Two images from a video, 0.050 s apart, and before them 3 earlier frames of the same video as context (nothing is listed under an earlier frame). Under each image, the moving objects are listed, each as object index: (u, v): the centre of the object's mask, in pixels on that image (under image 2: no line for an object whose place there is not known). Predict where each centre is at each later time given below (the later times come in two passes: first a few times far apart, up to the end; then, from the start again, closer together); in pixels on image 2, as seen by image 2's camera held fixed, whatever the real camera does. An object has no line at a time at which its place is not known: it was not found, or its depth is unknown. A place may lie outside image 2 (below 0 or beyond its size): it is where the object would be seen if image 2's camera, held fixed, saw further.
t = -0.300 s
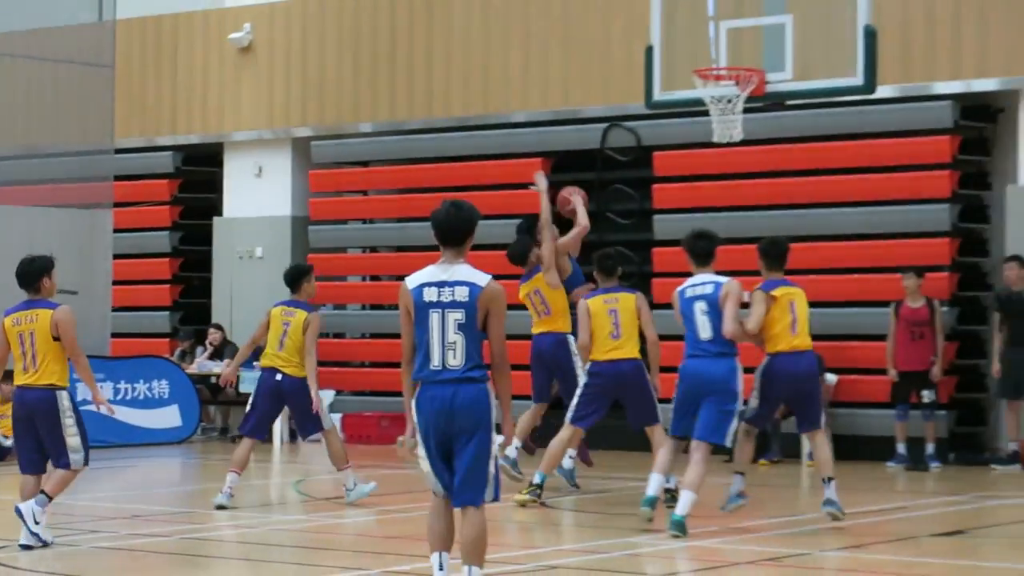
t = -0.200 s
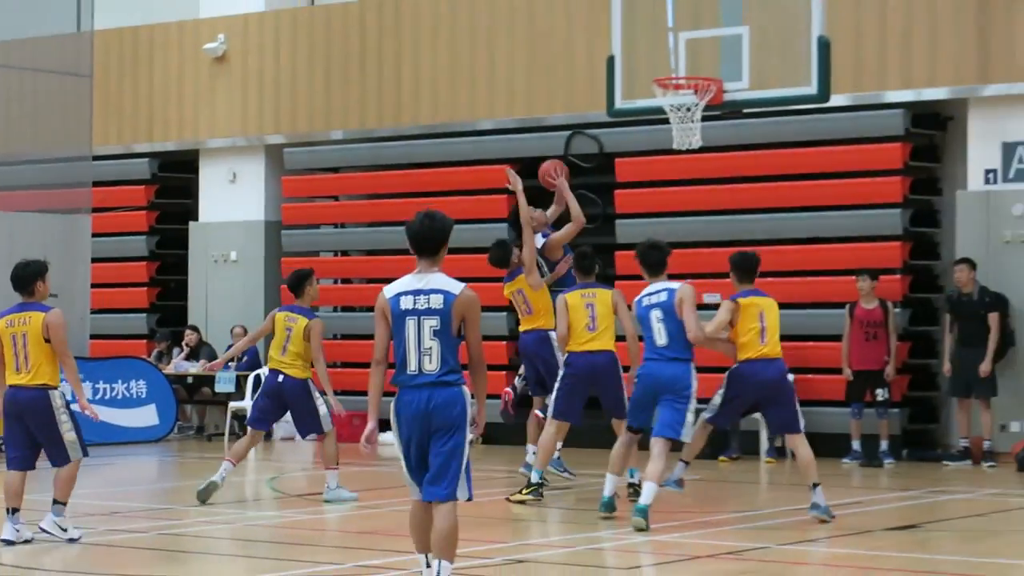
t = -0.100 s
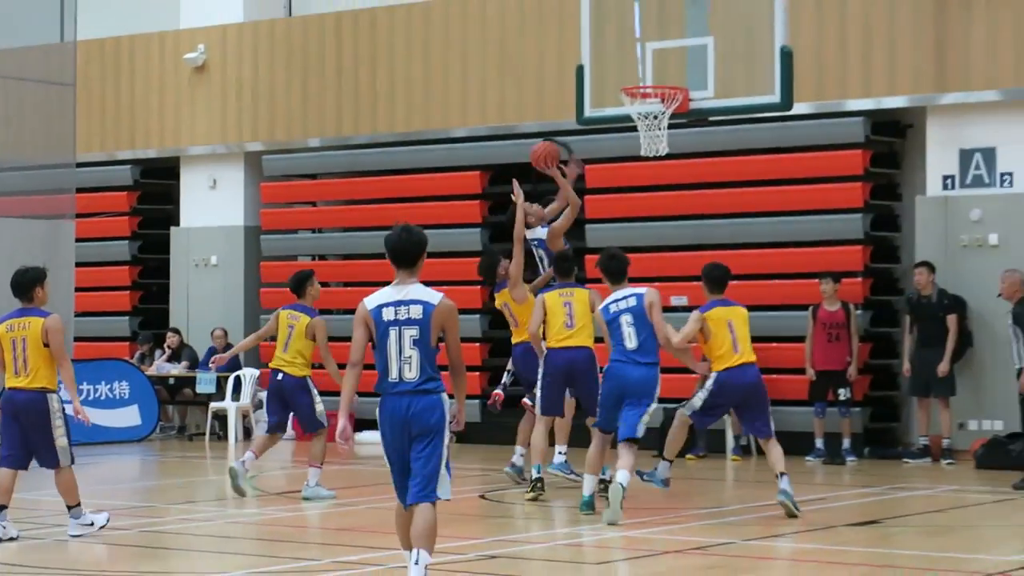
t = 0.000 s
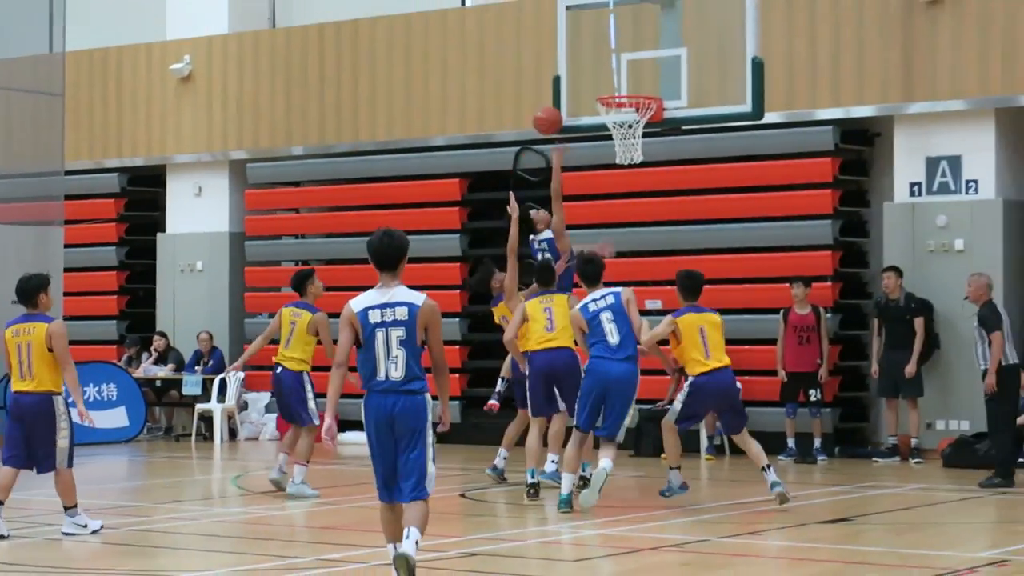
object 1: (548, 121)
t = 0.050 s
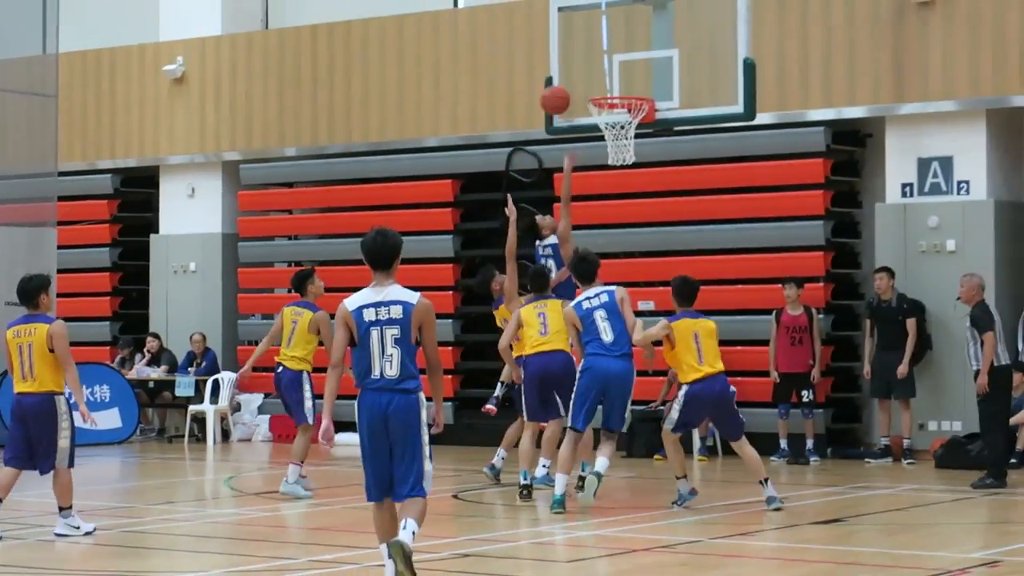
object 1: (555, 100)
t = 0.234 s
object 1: (588, 77)
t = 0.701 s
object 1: (630, 78)
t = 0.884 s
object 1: (616, 79)
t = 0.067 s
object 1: (560, 94)
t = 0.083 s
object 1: (565, 88)
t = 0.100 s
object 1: (568, 85)
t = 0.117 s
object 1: (570, 83)
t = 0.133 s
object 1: (573, 81)
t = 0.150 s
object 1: (575, 80)
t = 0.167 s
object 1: (578, 79)
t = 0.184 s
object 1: (580, 78)
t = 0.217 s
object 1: (585, 77)
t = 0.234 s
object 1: (588, 77)
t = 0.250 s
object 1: (590, 78)
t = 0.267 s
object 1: (593, 79)
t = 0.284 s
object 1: (595, 80)
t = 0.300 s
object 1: (598, 82)
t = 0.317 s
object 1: (601, 83)
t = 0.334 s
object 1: (603, 84)
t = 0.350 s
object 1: (606, 85)
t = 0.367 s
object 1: (608, 84)
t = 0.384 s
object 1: (610, 83)
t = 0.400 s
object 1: (613, 82)
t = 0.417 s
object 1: (615, 81)
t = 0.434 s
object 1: (617, 80)
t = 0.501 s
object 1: (627, 80)
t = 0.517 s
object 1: (629, 81)
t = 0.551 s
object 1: (634, 83)
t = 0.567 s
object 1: (636, 84)
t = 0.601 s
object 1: (640, 86)
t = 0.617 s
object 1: (638, 85)
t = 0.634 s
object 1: (636, 83)
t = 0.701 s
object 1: (630, 78)
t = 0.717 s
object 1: (628, 78)
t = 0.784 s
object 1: (622, 78)
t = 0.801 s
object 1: (620, 80)
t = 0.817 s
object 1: (619, 80)
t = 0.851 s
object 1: (618, 79)
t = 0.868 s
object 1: (617, 79)
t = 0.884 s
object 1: (616, 79)
